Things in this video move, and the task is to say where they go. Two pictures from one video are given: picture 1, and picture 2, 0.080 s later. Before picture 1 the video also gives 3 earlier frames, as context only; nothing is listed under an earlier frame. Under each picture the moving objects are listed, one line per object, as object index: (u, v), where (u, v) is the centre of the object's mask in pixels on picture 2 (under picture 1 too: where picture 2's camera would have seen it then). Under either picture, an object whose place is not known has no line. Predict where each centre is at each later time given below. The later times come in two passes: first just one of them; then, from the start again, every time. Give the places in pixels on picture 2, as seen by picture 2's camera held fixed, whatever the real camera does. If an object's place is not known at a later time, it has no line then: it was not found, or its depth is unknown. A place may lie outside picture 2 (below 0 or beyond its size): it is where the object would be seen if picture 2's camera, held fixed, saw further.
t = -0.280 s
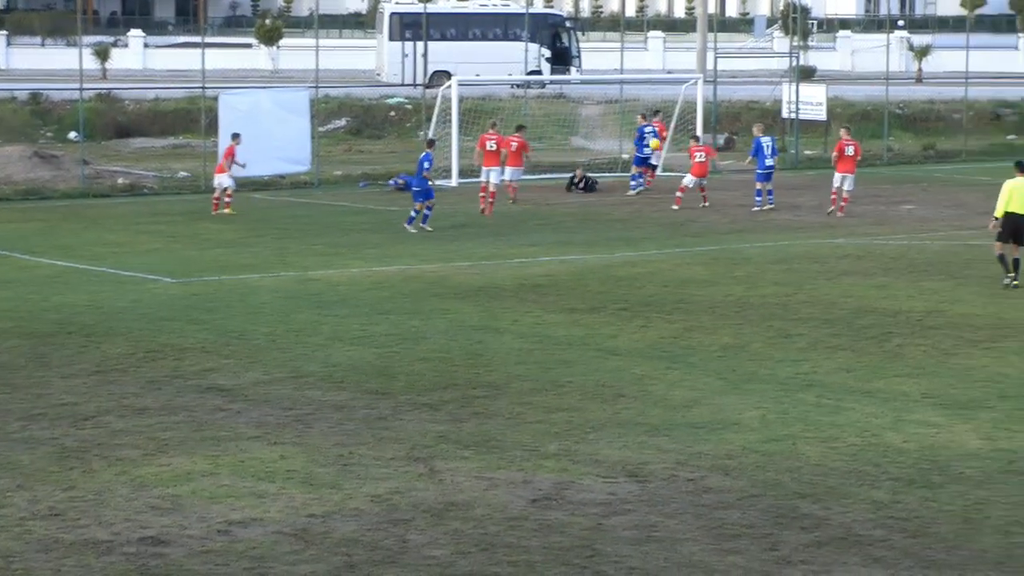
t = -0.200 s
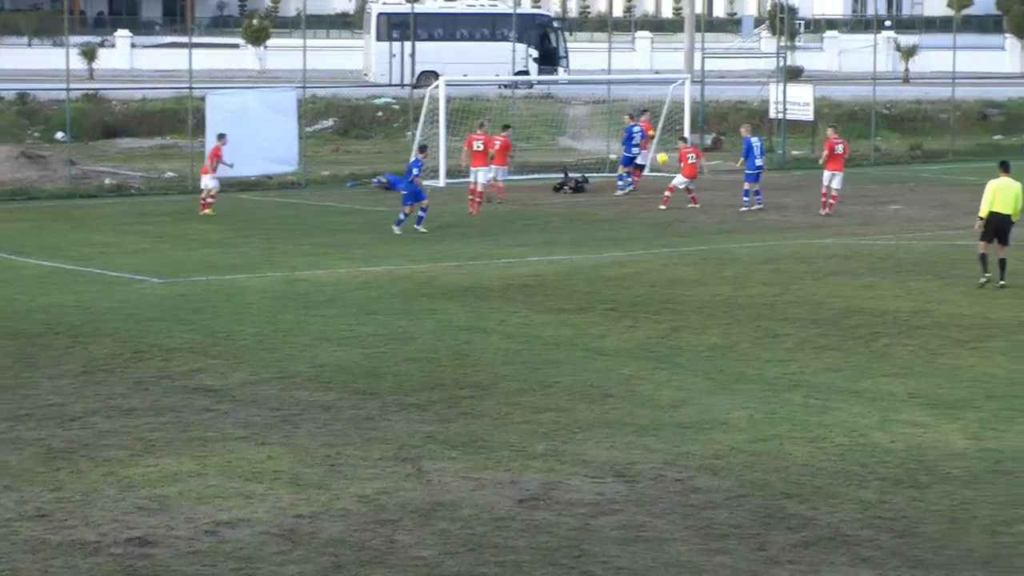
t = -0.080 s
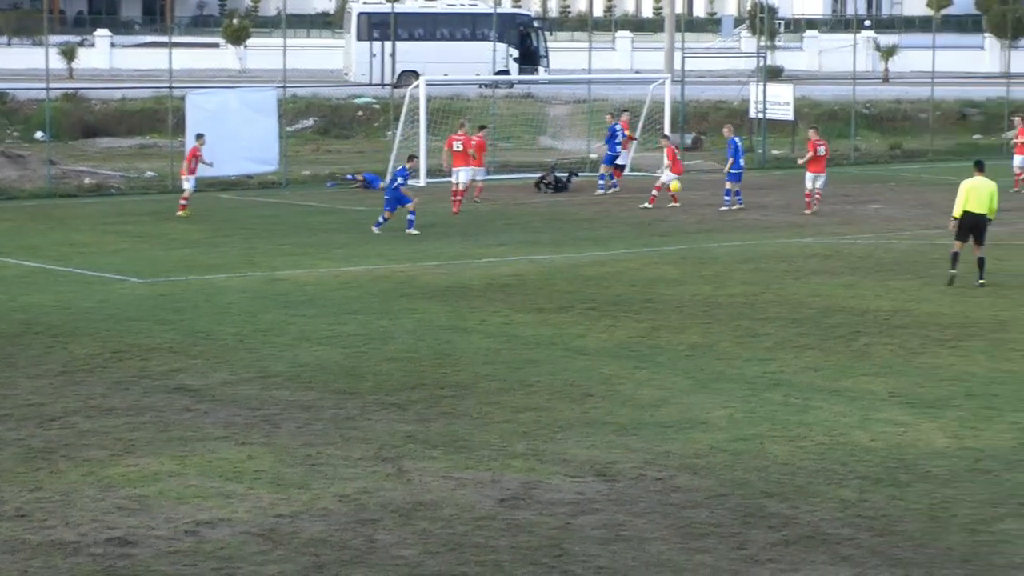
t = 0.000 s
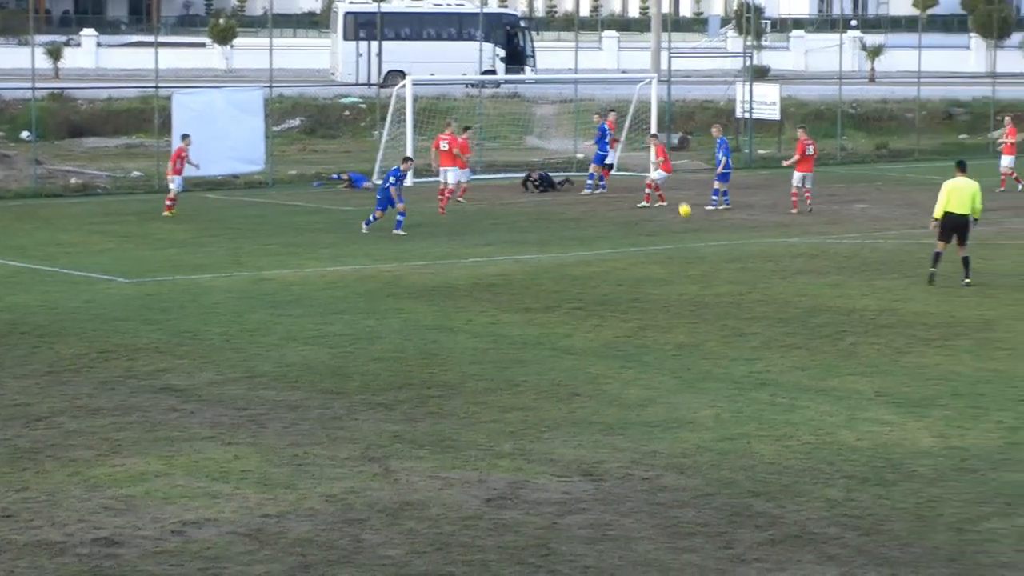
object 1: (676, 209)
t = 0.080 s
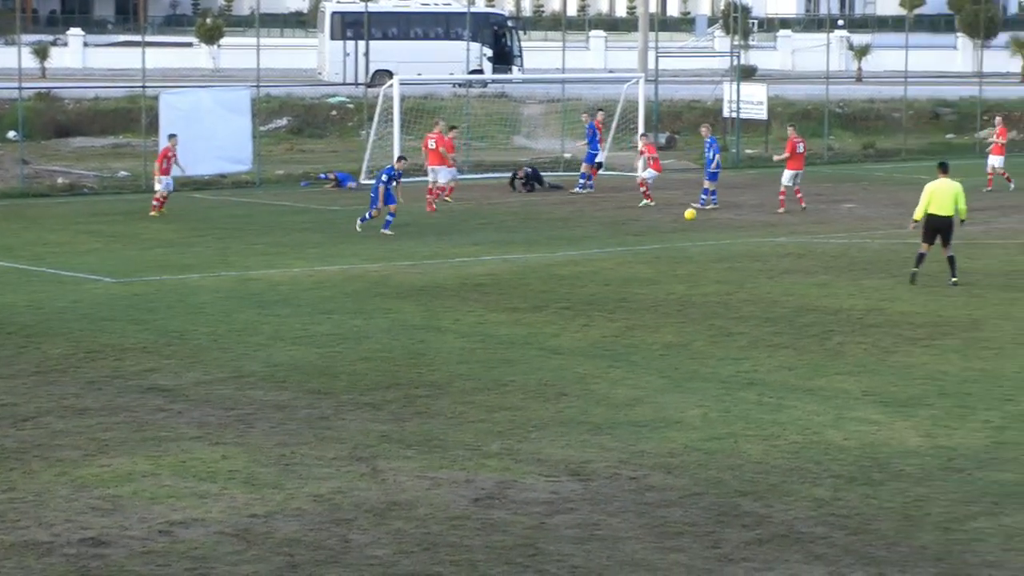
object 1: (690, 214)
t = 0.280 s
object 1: (720, 211)
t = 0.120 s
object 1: (696, 212)
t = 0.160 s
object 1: (701, 210)
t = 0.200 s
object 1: (707, 209)
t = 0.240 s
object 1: (713, 210)
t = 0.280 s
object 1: (720, 211)
